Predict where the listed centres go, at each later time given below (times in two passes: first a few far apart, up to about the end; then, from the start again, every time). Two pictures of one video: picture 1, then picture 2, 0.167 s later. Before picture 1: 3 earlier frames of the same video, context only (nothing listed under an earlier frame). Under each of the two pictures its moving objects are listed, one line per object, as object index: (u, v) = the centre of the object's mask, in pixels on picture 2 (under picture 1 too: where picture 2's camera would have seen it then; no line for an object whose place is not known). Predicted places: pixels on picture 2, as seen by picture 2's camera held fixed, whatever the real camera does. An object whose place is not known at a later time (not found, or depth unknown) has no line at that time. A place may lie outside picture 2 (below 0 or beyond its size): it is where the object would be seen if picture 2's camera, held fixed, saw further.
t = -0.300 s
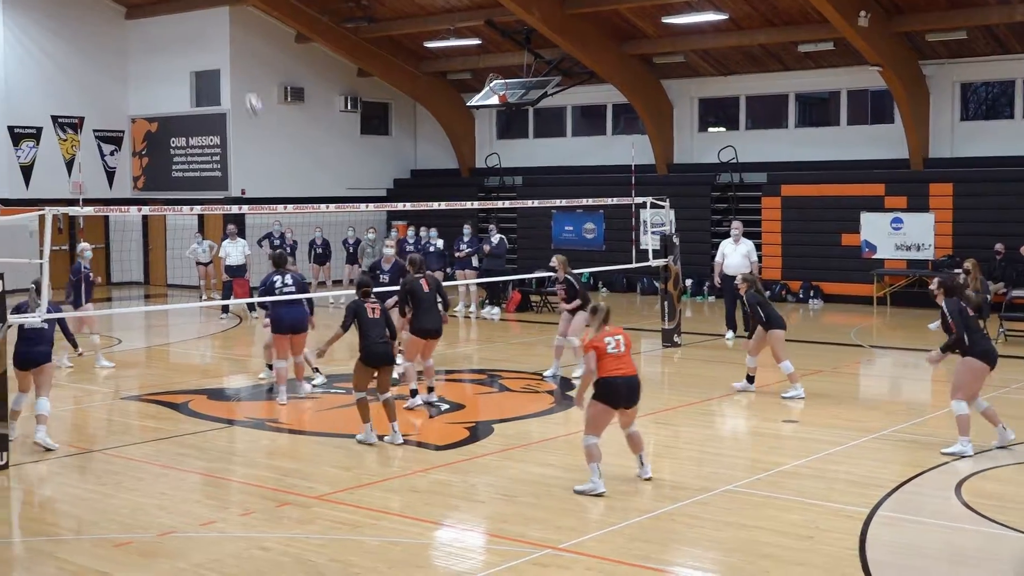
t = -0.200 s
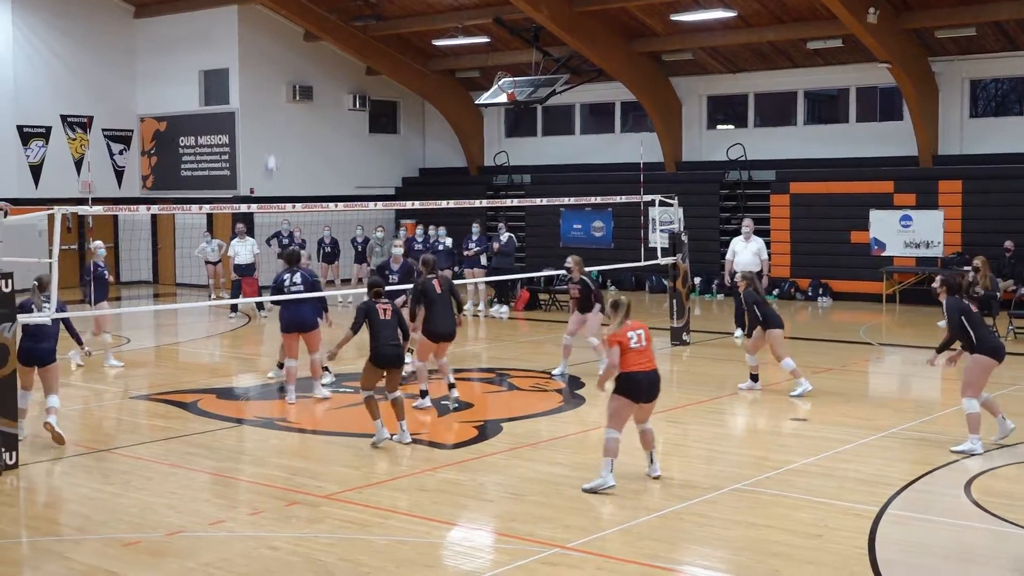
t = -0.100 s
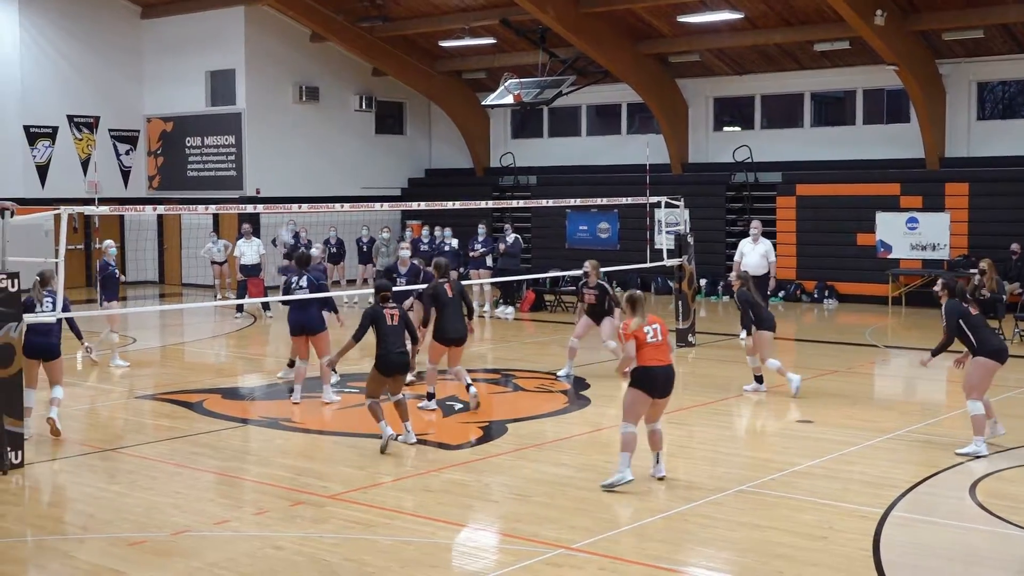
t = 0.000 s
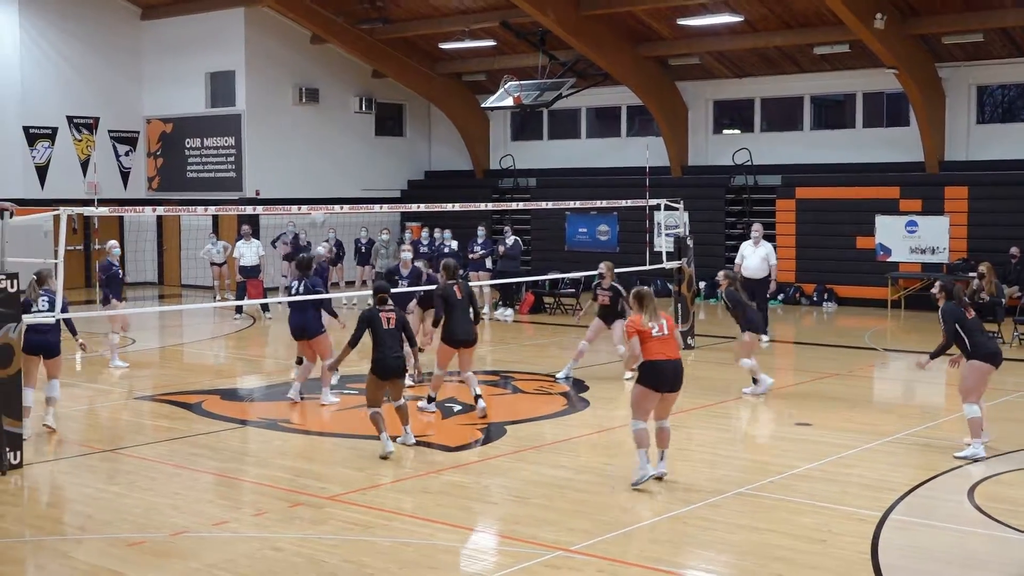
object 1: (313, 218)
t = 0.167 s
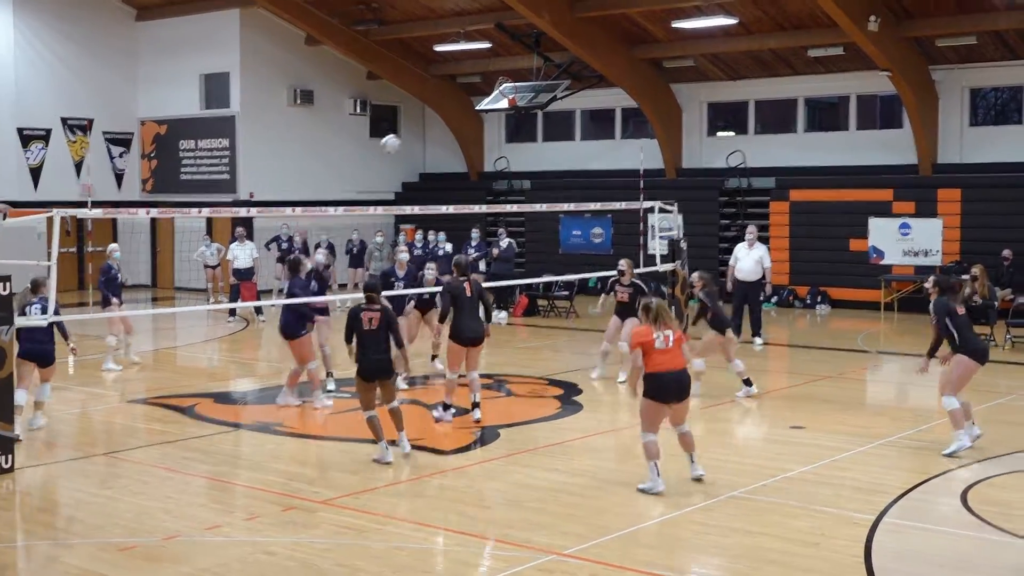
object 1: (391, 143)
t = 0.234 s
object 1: (423, 117)
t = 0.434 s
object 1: (522, 63)
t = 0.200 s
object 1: (407, 129)
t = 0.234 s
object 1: (423, 117)
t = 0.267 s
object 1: (438, 106)
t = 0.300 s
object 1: (454, 97)
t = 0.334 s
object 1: (470, 86)
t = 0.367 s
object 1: (488, 78)
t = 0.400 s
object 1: (504, 70)
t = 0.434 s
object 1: (522, 63)
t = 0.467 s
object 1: (540, 57)
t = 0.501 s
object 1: (558, 52)
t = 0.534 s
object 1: (576, 49)
